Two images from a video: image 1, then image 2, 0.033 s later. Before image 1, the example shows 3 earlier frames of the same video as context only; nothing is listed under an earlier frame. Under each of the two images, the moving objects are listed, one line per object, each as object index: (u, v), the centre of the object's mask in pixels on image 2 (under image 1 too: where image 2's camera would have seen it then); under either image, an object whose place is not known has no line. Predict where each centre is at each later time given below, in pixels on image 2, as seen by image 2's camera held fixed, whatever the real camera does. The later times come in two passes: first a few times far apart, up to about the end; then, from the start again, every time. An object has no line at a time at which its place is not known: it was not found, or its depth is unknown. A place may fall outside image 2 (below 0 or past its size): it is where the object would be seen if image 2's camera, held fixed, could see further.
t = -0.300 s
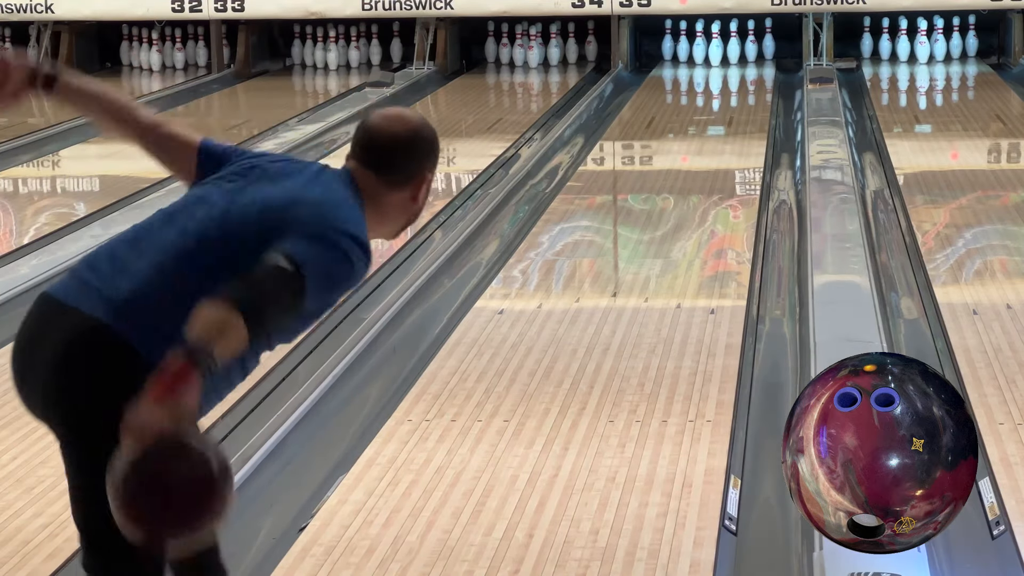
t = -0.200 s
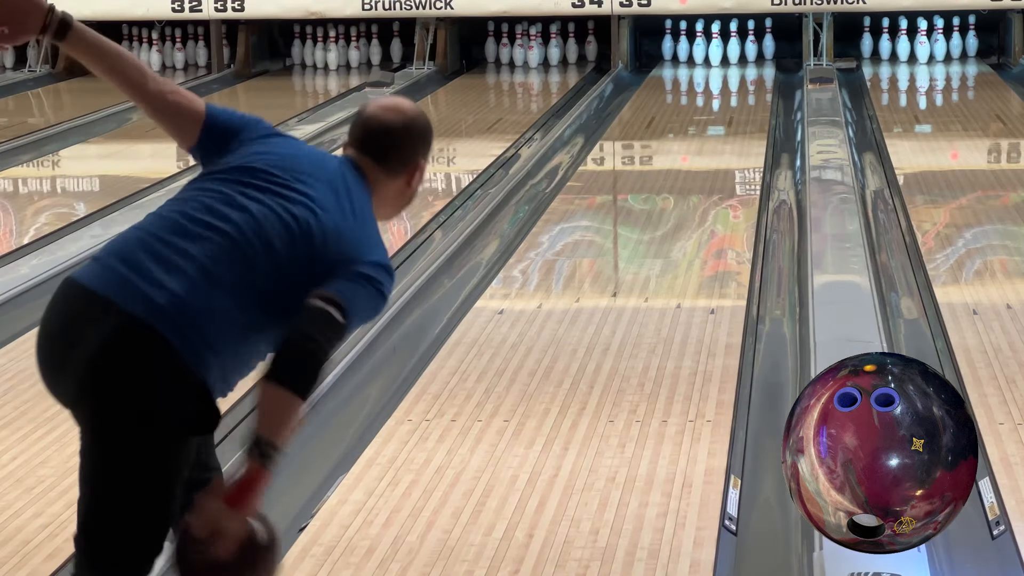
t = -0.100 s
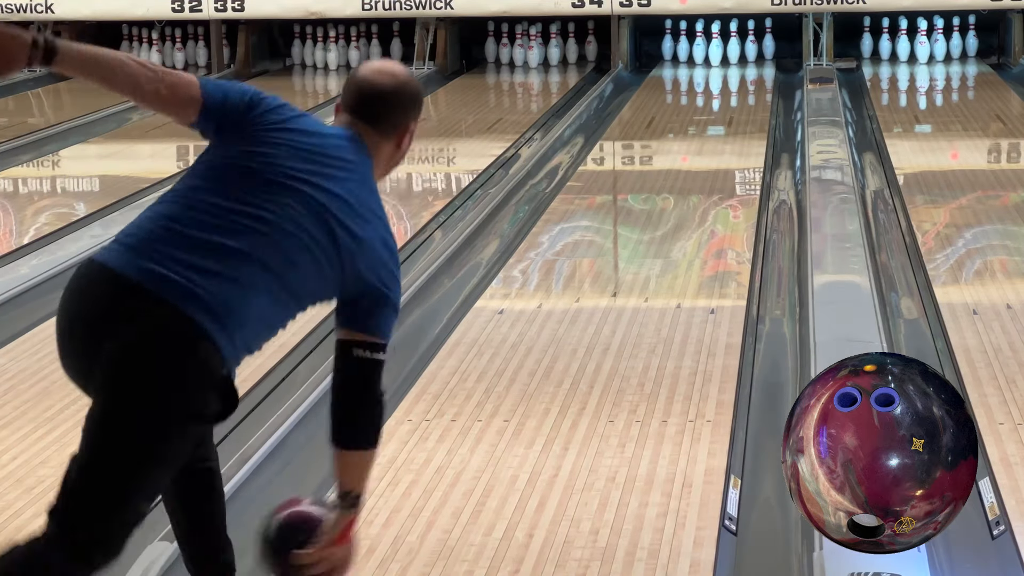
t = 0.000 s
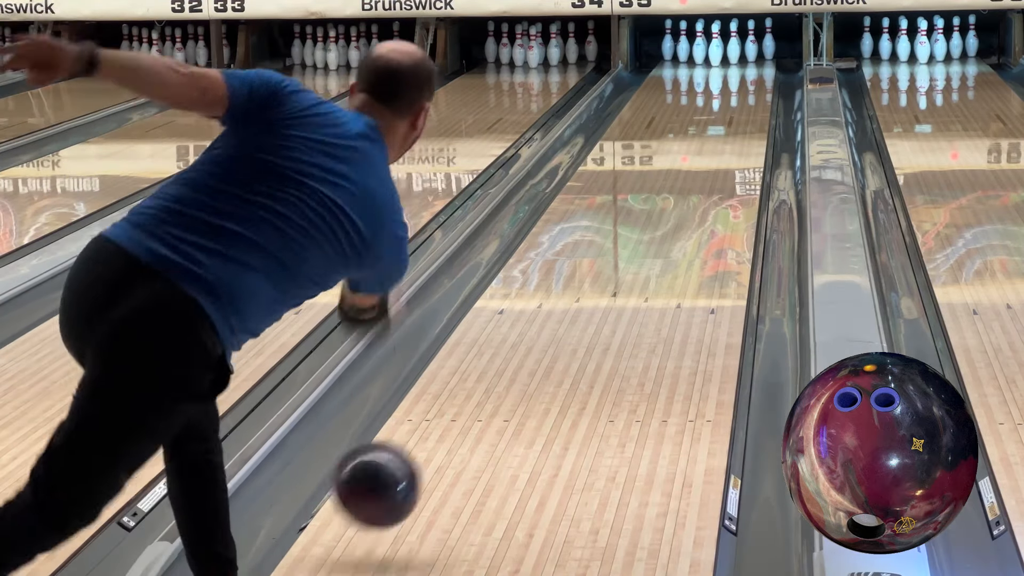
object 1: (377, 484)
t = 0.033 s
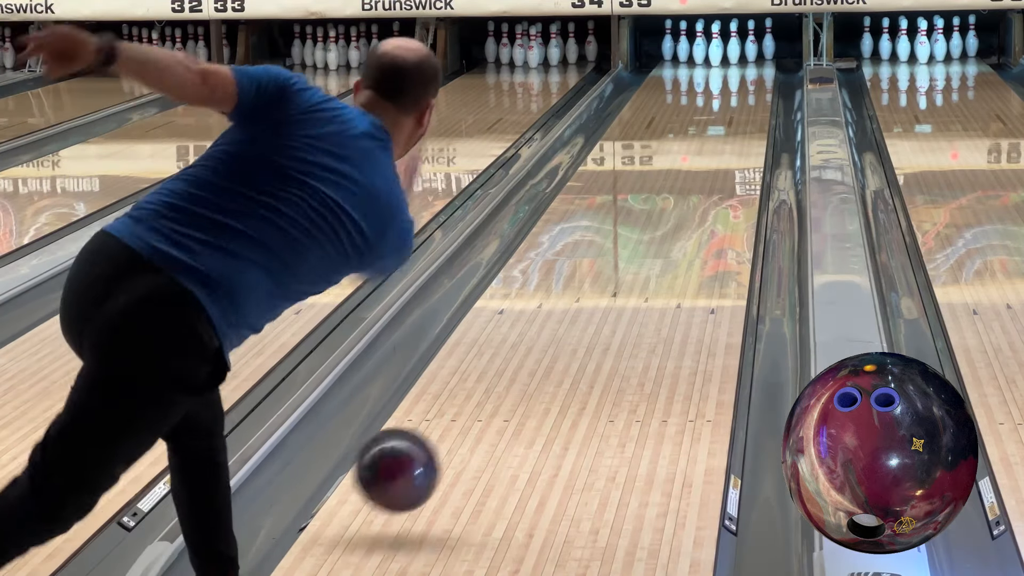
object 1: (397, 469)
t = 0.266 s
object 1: (507, 381)
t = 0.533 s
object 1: (589, 289)
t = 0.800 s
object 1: (643, 229)
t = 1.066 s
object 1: (682, 182)
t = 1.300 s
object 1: (707, 151)
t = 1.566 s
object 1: (727, 123)
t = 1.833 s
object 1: (741, 100)
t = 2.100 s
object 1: (746, 81)
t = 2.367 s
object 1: (739, 67)
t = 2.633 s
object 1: (721, 55)
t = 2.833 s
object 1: (711, 50)
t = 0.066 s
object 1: (417, 459)
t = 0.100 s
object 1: (434, 454)
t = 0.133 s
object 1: (451, 443)
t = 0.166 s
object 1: (466, 425)
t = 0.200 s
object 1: (481, 410)
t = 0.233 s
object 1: (495, 395)
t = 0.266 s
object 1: (507, 381)
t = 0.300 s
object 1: (519, 368)
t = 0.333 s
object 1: (531, 355)
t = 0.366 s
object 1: (542, 342)
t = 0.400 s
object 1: (552, 331)
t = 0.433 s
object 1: (562, 320)
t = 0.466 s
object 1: (571, 309)
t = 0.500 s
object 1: (581, 299)
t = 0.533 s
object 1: (589, 289)
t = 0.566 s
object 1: (597, 281)
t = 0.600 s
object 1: (604, 273)
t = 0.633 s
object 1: (611, 265)
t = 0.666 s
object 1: (619, 257)
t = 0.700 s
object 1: (625, 249)
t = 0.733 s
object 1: (631, 242)
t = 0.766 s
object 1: (638, 235)
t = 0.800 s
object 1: (643, 229)
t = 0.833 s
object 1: (649, 222)
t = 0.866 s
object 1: (654, 216)
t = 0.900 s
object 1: (659, 209)
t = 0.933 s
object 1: (664, 204)
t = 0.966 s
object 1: (669, 198)
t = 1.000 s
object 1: (673, 192)
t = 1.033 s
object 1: (678, 187)
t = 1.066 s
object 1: (682, 182)
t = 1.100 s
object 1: (686, 177)
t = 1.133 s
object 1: (690, 172)
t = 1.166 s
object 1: (693, 168)
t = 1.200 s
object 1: (696, 164)
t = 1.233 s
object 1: (700, 159)
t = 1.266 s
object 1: (703, 155)
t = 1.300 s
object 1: (707, 151)
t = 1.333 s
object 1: (709, 147)
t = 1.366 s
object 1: (712, 143)
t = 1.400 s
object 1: (715, 140)
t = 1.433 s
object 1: (718, 136)
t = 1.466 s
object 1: (720, 133)
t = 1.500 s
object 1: (723, 129)
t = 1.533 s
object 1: (725, 126)
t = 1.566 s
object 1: (727, 123)
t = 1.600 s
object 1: (730, 120)
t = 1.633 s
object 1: (731, 116)
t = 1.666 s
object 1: (734, 113)
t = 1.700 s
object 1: (735, 111)
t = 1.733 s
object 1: (737, 108)
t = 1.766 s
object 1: (739, 105)
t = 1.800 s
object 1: (740, 102)
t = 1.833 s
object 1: (741, 100)
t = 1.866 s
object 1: (743, 97)
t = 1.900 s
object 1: (744, 95)
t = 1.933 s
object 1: (744, 92)
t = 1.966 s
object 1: (745, 90)
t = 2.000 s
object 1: (745, 88)
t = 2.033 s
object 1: (746, 86)
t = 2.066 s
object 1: (746, 83)
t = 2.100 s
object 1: (746, 81)
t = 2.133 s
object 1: (746, 79)
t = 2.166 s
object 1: (745, 77)
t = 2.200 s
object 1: (745, 76)
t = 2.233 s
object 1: (744, 74)
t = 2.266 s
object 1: (743, 72)
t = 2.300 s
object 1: (742, 70)
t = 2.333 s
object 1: (741, 68)
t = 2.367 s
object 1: (739, 67)
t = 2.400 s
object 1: (738, 65)
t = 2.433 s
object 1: (736, 64)
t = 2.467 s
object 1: (733, 62)
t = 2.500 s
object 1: (731, 60)
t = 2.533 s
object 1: (729, 59)
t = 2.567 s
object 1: (726, 58)
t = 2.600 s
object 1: (724, 56)
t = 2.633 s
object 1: (721, 55)
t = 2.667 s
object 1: (721, 54)
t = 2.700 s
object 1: (719, 54)
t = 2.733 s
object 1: (718, 53)
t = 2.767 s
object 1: (716, 51)
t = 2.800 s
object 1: (713, 51)
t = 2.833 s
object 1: (711, 50)
